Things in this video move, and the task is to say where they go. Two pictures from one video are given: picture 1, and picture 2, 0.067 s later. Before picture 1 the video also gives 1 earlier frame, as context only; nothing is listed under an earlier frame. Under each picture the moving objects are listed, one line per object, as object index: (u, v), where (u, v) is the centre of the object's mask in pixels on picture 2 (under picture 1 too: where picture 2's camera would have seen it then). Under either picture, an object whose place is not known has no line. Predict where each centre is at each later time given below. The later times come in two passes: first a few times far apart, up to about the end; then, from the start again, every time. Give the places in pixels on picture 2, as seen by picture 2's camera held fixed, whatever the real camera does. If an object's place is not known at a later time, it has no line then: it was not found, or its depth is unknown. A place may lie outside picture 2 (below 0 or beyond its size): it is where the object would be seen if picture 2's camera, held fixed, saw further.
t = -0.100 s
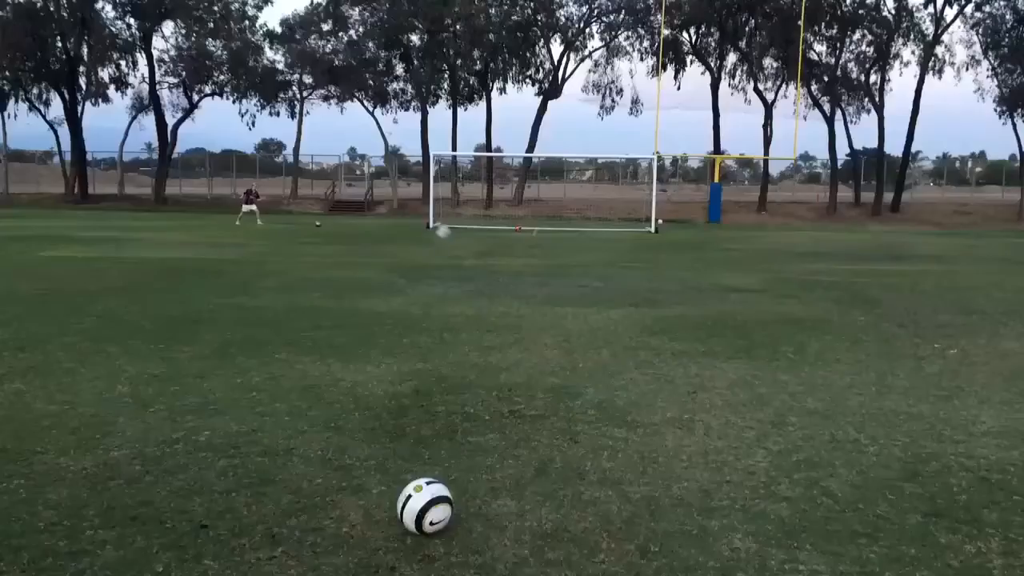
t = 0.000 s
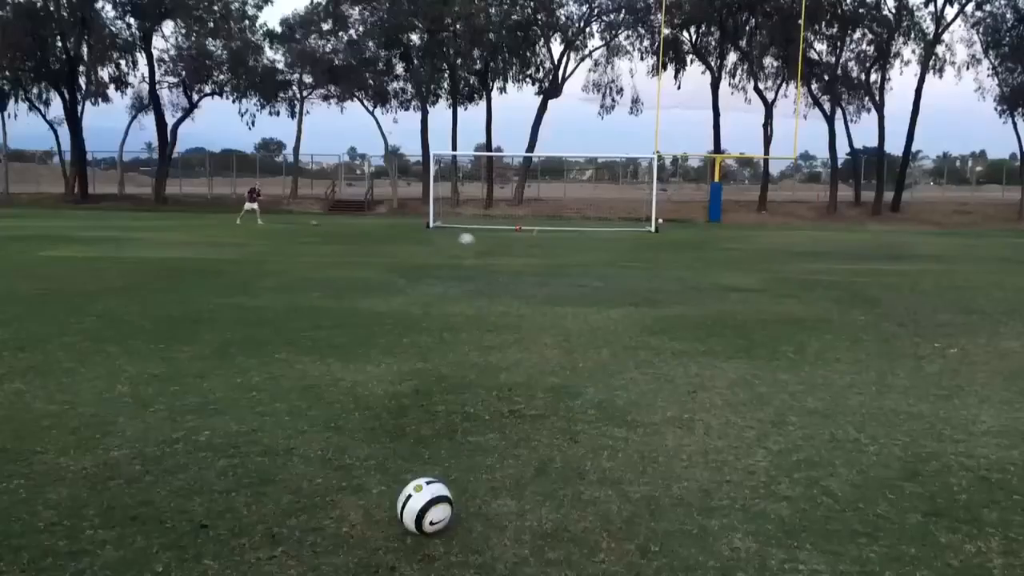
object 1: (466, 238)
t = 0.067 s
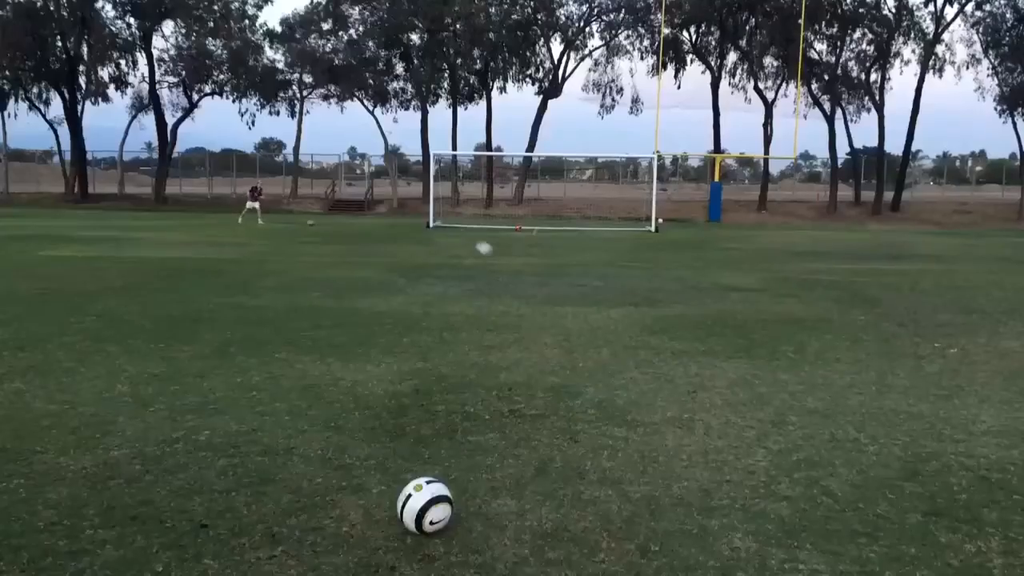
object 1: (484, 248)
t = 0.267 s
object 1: (538, 273)
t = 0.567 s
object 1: (617, 270)
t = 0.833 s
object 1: (708, 299)
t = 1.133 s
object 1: (847, 323)
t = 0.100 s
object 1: (493, 254)
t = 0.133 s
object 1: (502, 261)
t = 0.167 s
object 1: (512, 270)
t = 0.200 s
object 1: (522, 279)
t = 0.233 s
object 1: (530, 278)
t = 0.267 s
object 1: (538, 273)
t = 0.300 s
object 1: (546, 270)
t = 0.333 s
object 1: (554, 267)
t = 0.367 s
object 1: (562, 264)
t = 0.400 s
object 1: (570, 263)
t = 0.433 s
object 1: (579, 262)
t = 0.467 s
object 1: (589, 262)
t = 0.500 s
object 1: (598, 264)
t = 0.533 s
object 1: (607, 266)
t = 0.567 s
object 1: (617, 270)
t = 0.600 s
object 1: (627, 274)
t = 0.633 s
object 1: (638, 281)
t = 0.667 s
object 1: (648, 287)
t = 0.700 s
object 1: (659, 296)
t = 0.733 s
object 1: (671, 305)
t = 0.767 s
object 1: (683, 306)
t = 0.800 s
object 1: (696, 302)
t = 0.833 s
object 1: (708, 299)
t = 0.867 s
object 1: (722, 296)
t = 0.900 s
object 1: (735, 295)
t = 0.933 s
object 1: (749, 295)
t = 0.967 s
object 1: (764, 296)
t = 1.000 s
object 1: (779, 298)
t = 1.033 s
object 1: (795, 302)
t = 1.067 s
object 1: (811, 308)
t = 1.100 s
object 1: (828, 314)
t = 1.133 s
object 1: (847, 323)
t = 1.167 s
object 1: (865, 334)
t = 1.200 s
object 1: (882, 345)
